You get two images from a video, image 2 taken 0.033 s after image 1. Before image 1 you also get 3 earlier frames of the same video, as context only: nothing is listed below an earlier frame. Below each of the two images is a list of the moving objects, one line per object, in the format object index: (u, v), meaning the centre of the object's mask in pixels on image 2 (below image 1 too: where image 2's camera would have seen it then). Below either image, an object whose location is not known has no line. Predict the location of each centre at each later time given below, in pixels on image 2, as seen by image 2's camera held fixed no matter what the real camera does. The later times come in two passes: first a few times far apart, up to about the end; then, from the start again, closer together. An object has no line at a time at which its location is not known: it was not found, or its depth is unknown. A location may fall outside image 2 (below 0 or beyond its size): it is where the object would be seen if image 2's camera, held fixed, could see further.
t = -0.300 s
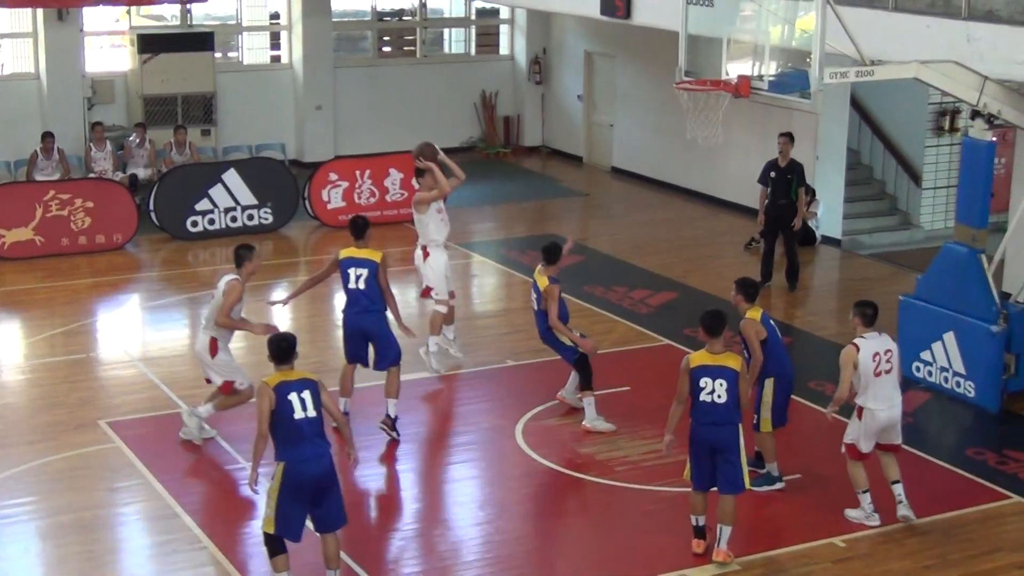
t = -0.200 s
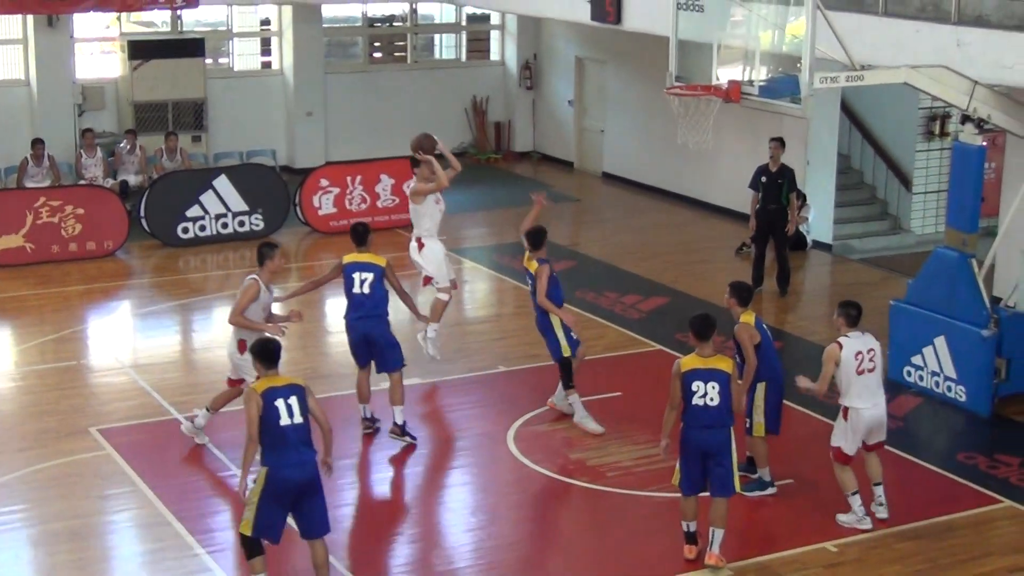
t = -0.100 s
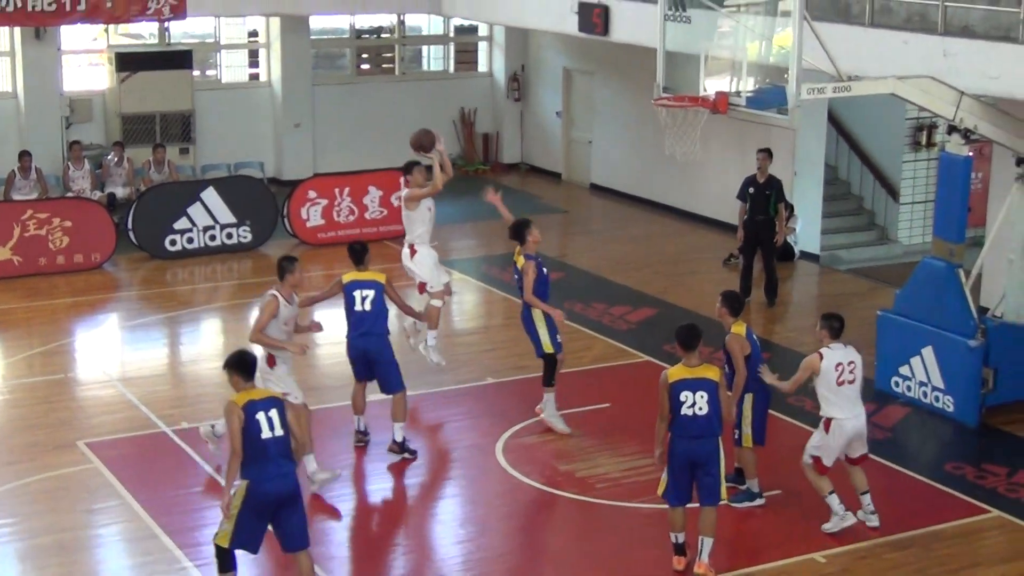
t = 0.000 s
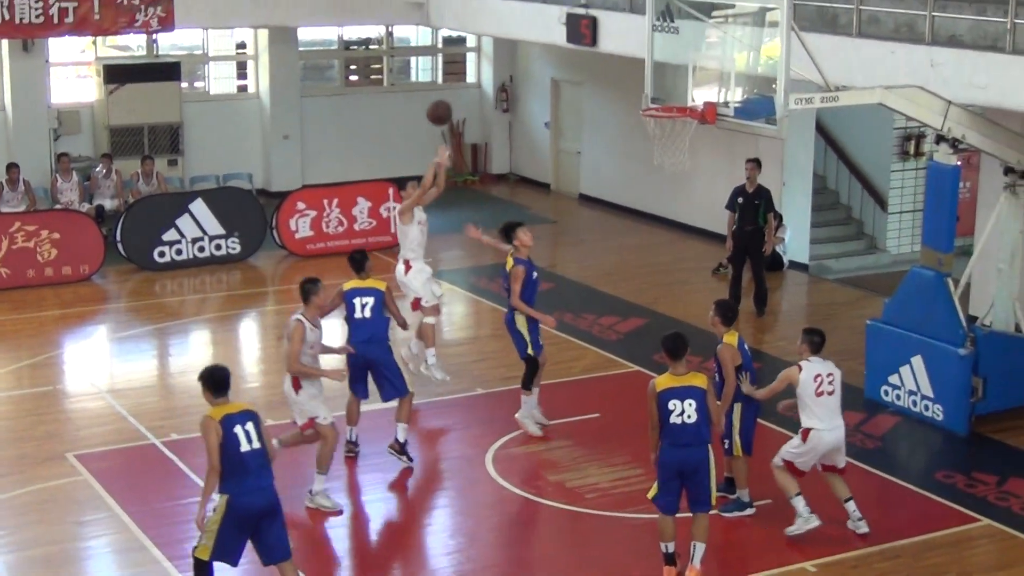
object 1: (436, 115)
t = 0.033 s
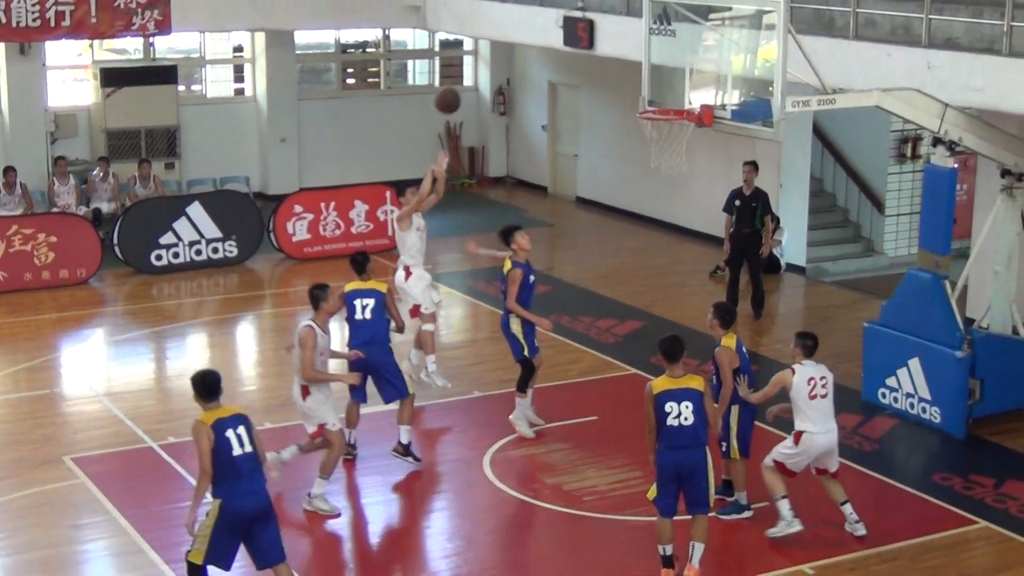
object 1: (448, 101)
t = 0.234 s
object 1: (518, 35)
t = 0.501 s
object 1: (619, 14)
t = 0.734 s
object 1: (674, 59)
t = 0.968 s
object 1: (653, 125)
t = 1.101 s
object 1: (666, 150)
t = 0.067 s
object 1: (459, 87)
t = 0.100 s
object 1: (470, 74)
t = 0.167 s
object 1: (494, 53)
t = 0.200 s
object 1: (506, 44)
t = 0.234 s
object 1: (518, 35)
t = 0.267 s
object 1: (531, 28)
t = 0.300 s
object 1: (543, 22)
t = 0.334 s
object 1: (556, 17)
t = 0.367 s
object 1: (568, 14)
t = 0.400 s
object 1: (581, 12)
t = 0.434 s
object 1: (594, 11)
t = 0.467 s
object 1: (607, 12)
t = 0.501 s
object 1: (619, 14)
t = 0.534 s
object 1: (632, 16)
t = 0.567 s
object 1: (646, 21)
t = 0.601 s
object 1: (659, 26)
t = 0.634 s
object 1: (672, 34)
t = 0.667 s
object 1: (676, 41)
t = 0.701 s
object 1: (675, 49)
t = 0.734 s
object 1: (674, 59)
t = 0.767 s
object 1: (674, 70)
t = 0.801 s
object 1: (673, 82)
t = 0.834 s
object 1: (673, 96)
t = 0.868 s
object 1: (671, 108)
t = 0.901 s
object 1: (665, 114)
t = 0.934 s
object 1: (658, 119)
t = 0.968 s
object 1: (653, 125)
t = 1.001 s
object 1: (655, 133)
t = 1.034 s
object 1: (659, 138)
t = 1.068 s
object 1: (662, 143)
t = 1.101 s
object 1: (666, 150)
